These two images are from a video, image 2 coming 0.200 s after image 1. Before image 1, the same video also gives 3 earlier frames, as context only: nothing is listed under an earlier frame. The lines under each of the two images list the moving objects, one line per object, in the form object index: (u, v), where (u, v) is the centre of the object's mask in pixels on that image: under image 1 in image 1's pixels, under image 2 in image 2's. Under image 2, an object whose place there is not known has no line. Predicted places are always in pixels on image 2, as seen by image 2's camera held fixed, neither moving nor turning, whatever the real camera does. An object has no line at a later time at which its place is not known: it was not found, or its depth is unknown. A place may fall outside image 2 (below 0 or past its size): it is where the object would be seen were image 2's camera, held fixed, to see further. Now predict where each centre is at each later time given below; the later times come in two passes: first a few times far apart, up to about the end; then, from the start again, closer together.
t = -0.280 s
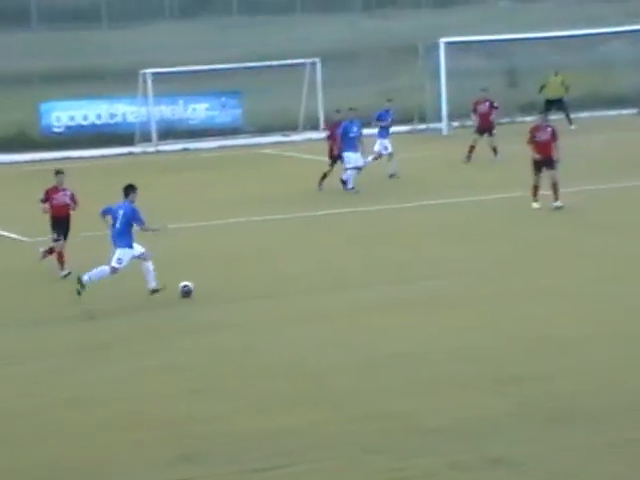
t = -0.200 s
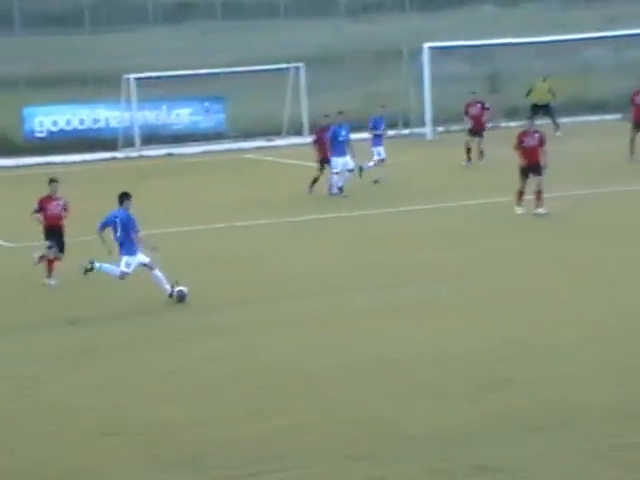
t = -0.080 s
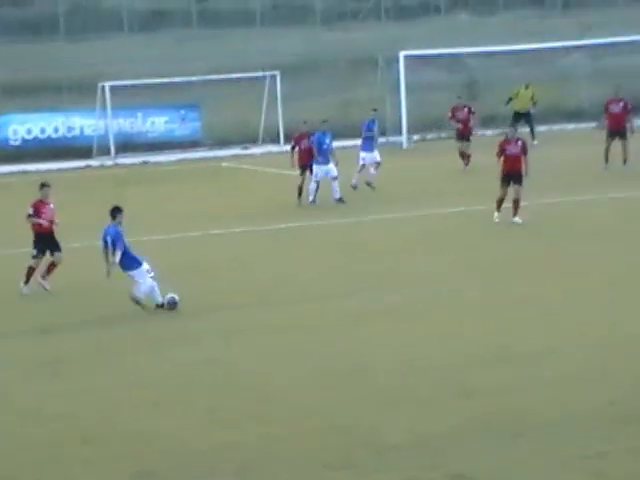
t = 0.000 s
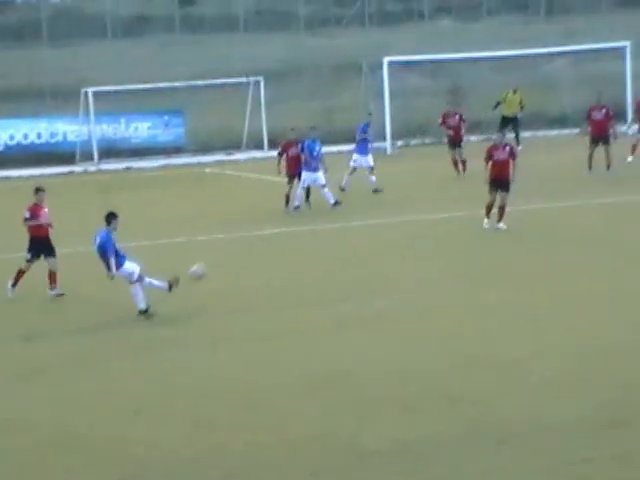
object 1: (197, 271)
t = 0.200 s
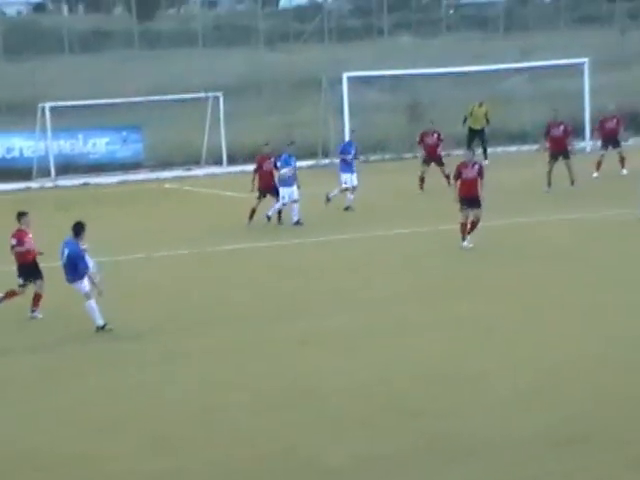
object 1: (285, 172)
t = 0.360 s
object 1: (360, 119)
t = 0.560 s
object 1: (427, 83)
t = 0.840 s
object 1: (489, 78)
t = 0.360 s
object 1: (360, 119)
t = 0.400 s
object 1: (376, 109)
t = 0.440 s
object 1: (390, 99)
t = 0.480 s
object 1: (404, 94)
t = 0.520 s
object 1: (416, 87)
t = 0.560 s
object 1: (427, 83)
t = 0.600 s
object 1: (439, 80)
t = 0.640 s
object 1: (449, 77)
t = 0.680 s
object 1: (457, 76)
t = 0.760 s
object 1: (474, 75)
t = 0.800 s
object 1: (482, 77)
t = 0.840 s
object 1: (489, 78)
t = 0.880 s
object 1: (494, 81)
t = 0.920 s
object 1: (500, 85)
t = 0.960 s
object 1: (505, 88)
